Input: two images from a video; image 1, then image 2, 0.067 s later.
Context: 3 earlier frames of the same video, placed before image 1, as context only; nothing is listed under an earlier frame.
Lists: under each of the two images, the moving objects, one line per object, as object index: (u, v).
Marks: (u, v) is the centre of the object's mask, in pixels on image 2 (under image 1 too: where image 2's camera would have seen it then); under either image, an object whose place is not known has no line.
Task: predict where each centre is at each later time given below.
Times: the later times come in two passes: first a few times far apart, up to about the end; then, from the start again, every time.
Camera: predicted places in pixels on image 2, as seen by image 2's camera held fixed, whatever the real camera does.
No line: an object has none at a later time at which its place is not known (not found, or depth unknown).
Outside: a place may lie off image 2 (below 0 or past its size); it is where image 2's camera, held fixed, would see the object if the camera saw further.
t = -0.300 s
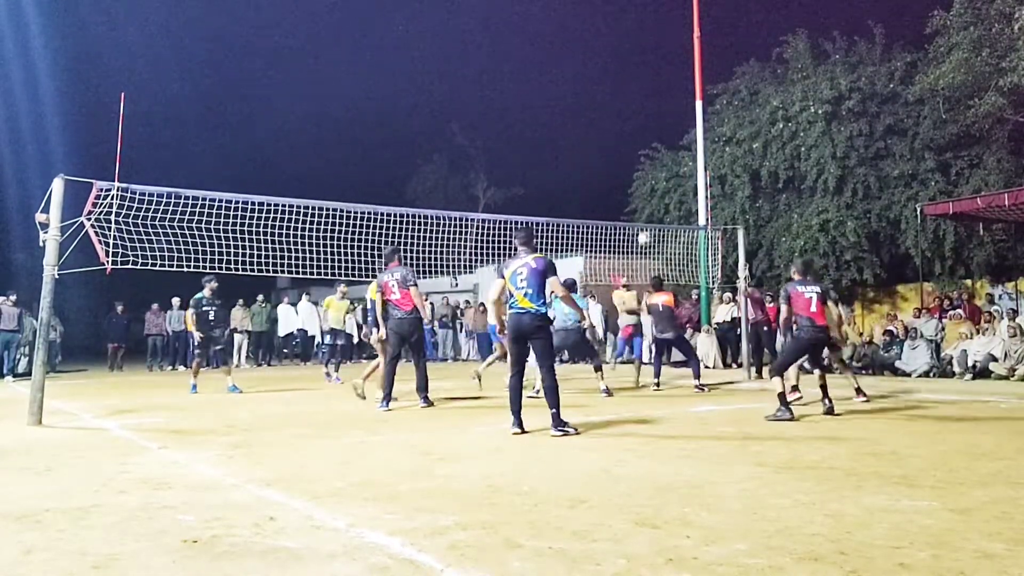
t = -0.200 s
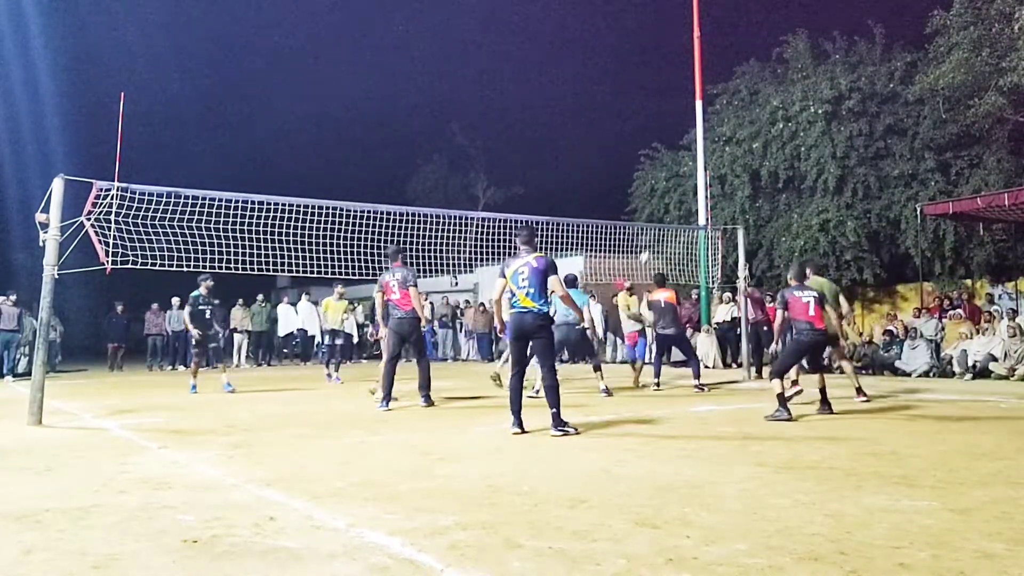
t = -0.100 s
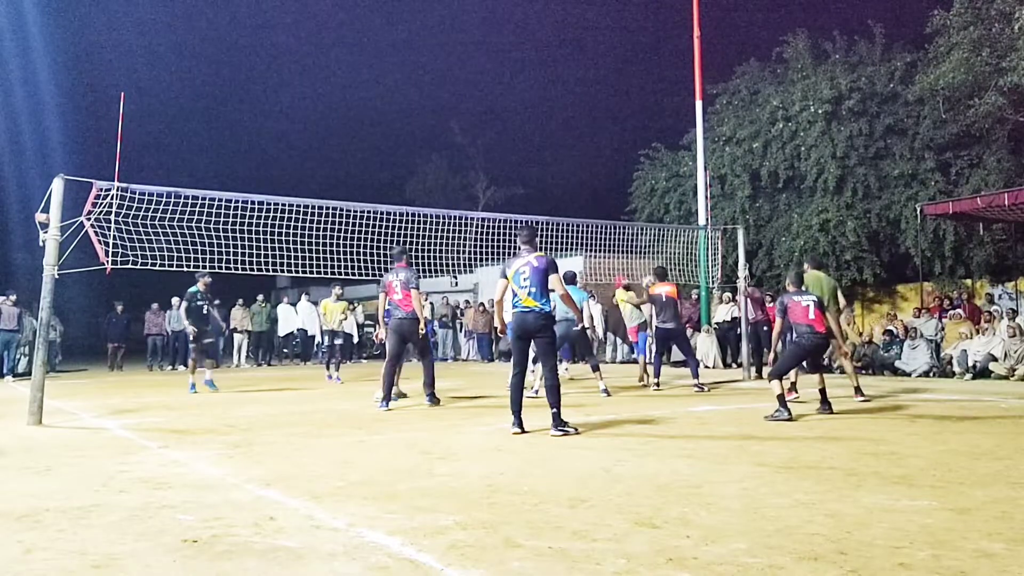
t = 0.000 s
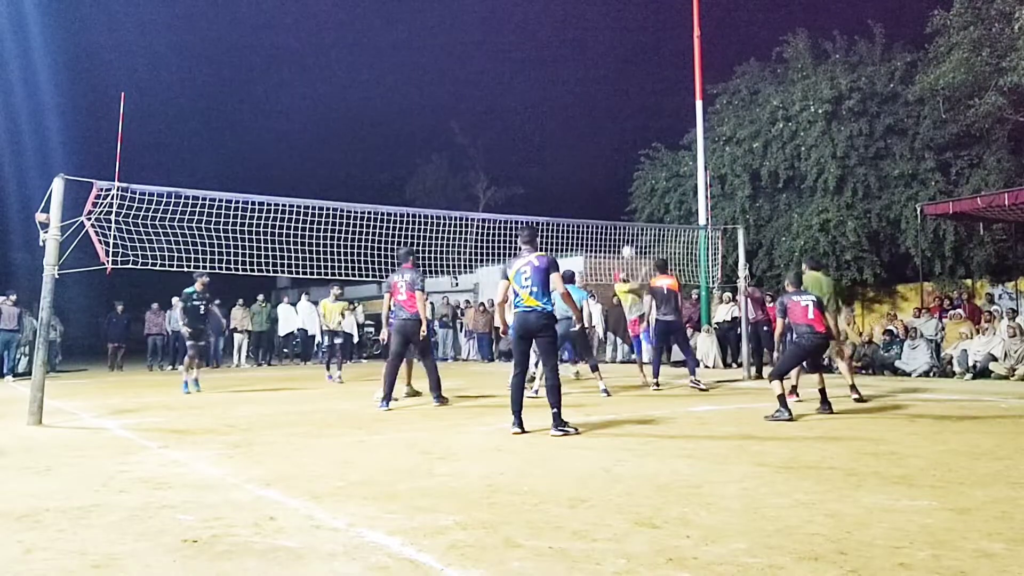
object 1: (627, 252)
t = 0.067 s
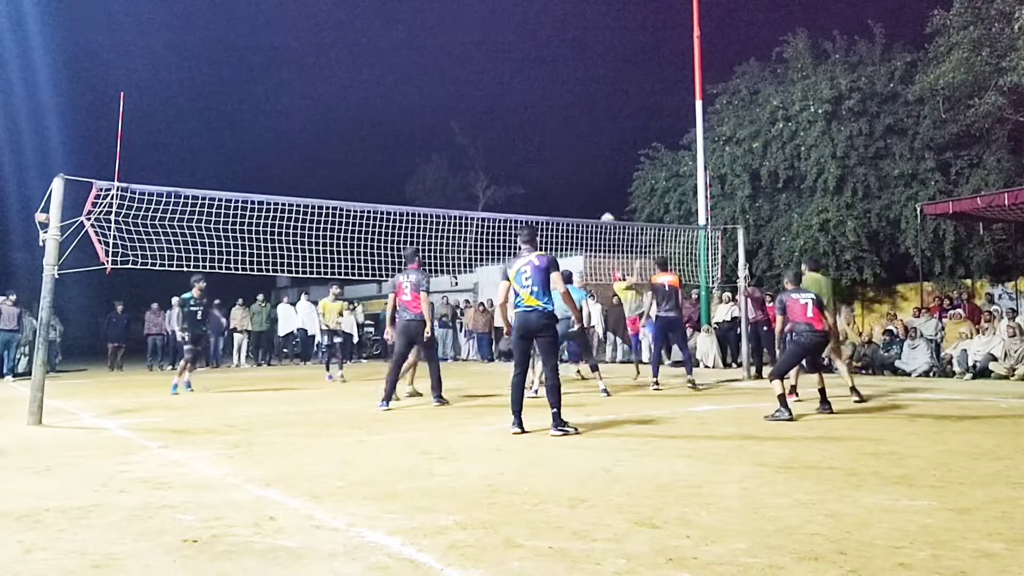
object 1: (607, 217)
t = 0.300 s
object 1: (553, 151)
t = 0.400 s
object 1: (528, 130)
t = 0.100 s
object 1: (603, 212)
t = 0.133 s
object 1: (592, 198)
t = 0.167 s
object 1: (582, 184)
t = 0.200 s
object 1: (577, 178)
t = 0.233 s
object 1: (567, 167)
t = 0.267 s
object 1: (557, 156)
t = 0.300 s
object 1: (553, 151)
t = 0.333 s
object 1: (542, 142)
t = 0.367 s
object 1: (533, 134)
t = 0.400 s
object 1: (528, 130)
